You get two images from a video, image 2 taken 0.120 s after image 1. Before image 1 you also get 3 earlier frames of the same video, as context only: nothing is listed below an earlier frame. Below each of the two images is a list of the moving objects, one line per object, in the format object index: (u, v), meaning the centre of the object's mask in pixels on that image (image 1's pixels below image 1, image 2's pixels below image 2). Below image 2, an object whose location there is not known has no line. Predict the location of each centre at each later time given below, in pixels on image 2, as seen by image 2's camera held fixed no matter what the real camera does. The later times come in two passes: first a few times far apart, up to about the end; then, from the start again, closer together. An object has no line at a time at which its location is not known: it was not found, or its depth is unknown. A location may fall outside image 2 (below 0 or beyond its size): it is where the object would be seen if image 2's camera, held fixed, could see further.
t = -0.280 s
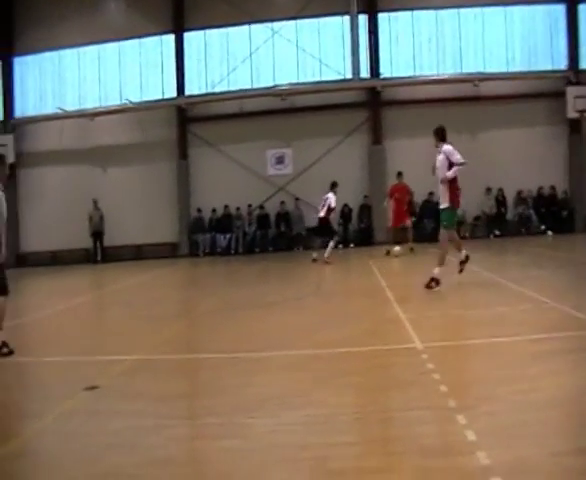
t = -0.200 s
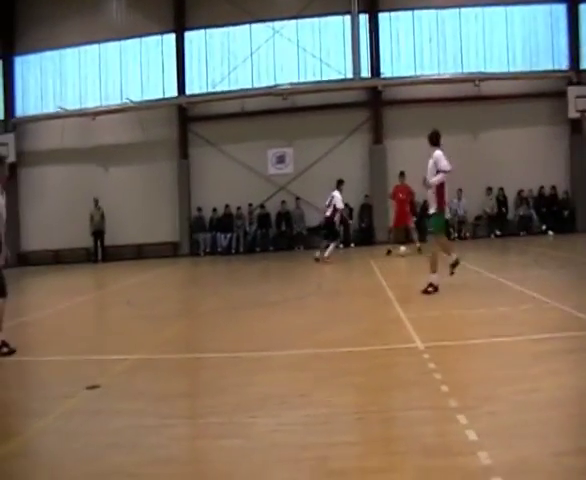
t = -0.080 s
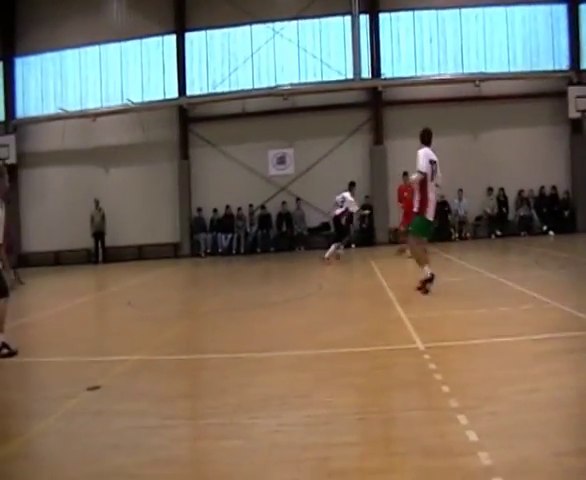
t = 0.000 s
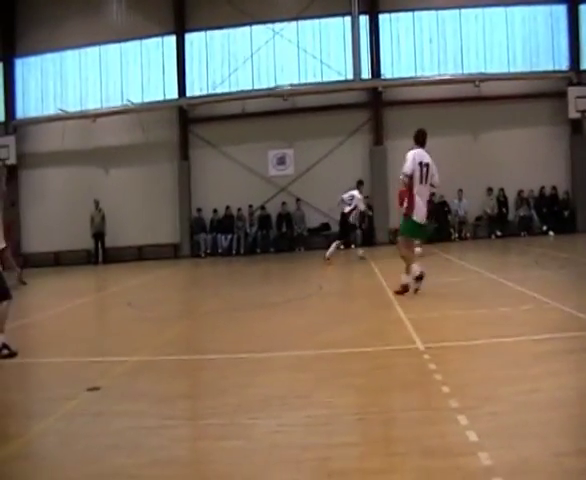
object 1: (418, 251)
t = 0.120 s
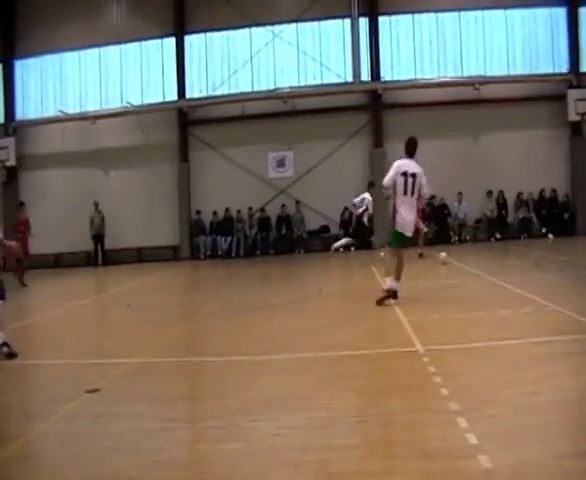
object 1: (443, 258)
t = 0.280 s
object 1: (482, 261)
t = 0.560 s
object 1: (563, 269)
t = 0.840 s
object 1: (662, 275)
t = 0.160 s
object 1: (451, 257)
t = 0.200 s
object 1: (461, 258)
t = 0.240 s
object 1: (471, 260)
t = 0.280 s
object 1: (482, 261)
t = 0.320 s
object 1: (493, 261)
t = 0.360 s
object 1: (504, 263)
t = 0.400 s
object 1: (516, 263)
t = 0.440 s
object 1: (528, 265)
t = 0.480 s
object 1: (540, 267)
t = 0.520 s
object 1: (550, 267)
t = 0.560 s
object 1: (563, 269)
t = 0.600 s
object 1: (576, 269)
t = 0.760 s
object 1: (632, 272)
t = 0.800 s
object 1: (647, 274)
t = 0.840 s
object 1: (662, 275)
